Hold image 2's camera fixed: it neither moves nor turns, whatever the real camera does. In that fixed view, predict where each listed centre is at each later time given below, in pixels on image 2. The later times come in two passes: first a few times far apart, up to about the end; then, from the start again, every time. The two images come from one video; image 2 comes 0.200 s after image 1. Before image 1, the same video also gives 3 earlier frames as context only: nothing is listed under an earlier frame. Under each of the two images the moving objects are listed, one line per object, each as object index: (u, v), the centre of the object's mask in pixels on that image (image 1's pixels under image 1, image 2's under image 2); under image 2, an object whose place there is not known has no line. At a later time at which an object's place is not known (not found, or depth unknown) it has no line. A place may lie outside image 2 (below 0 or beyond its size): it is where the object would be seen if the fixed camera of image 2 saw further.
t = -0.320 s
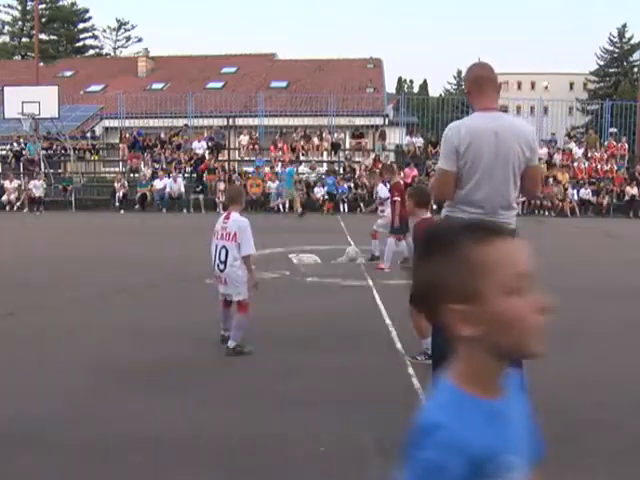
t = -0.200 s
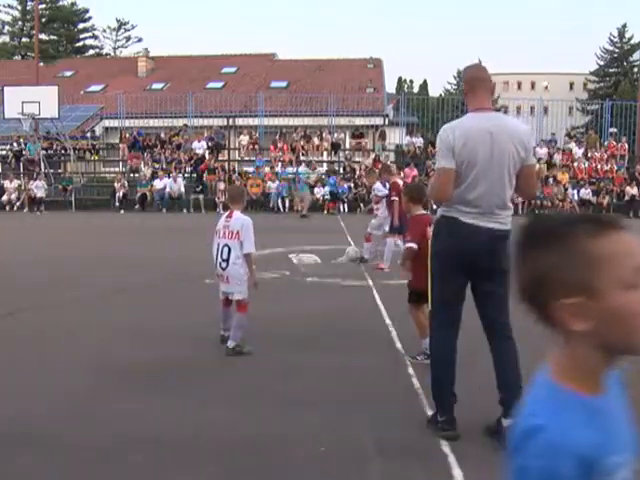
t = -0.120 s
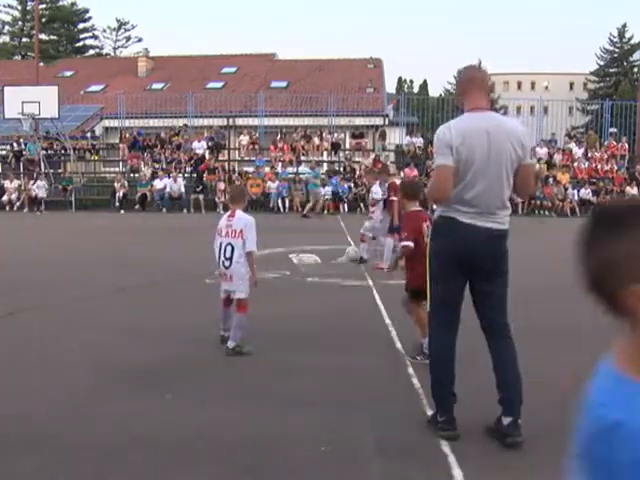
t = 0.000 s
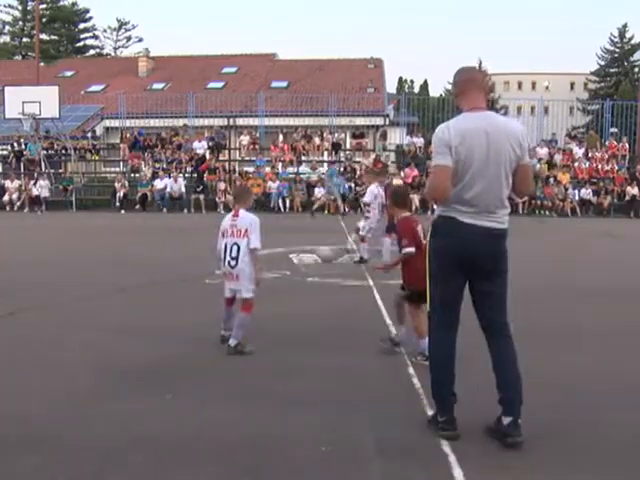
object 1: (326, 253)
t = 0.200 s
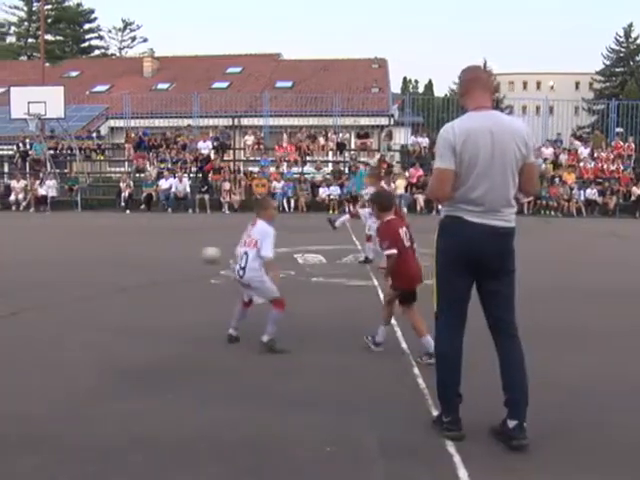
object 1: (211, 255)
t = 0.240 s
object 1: (189, 256)
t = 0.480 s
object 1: (75, 256)
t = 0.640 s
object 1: (12, 256)
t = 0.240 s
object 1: (189, 256)
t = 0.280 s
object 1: (168, 256)
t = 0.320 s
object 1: (148, 256)
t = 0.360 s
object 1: (129, 256)
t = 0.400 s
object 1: (110, 256)
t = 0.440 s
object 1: (92, 257)
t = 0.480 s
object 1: (75, 256)
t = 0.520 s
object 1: (59, 255)
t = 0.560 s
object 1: (44, 255)
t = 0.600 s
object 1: (28, 256)
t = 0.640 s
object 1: (12, 256)
